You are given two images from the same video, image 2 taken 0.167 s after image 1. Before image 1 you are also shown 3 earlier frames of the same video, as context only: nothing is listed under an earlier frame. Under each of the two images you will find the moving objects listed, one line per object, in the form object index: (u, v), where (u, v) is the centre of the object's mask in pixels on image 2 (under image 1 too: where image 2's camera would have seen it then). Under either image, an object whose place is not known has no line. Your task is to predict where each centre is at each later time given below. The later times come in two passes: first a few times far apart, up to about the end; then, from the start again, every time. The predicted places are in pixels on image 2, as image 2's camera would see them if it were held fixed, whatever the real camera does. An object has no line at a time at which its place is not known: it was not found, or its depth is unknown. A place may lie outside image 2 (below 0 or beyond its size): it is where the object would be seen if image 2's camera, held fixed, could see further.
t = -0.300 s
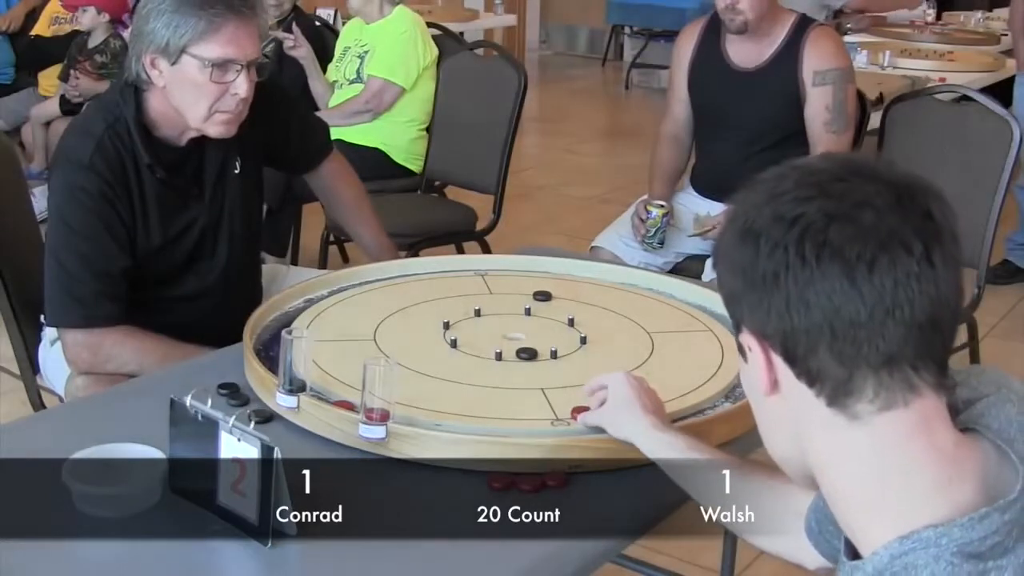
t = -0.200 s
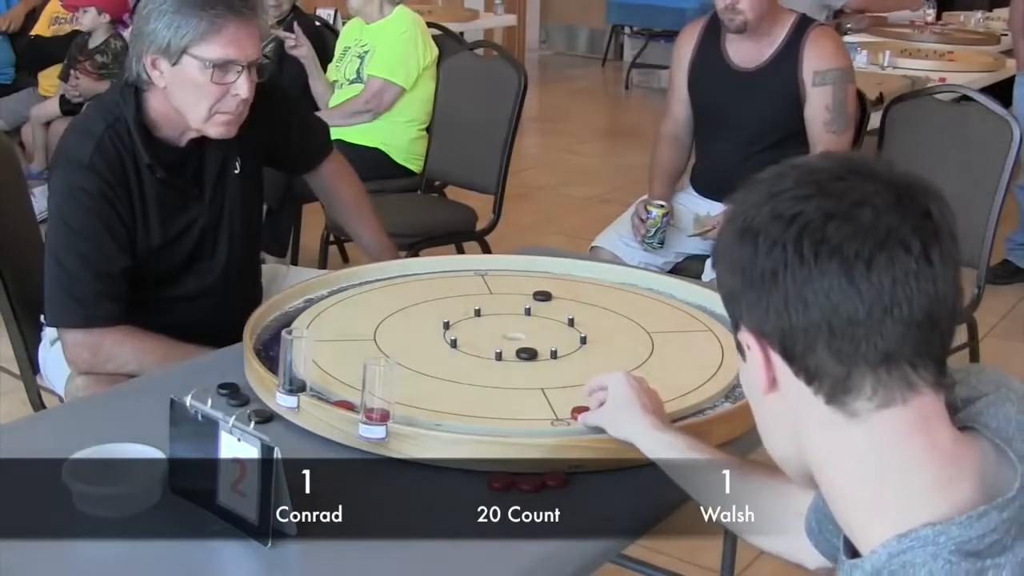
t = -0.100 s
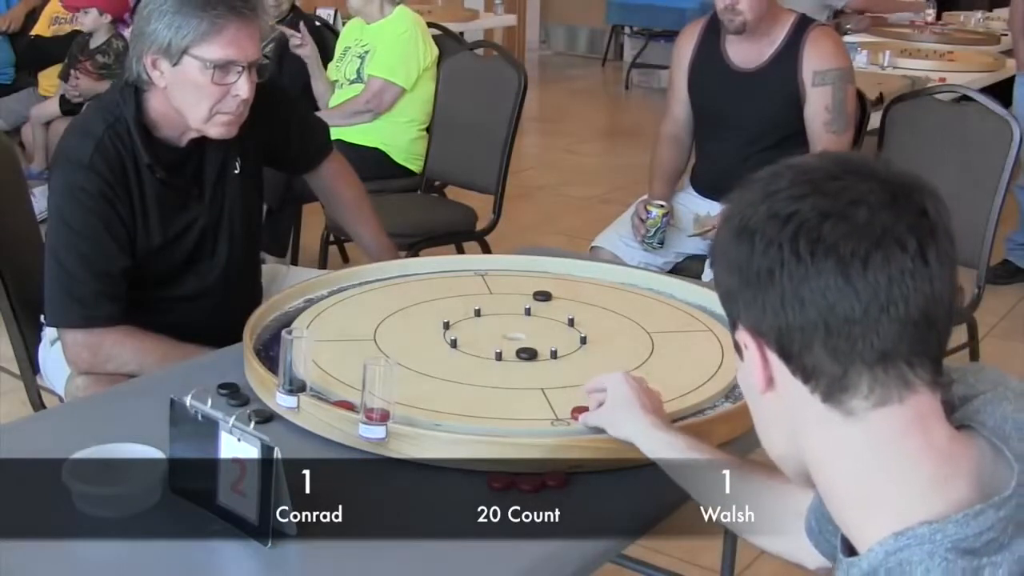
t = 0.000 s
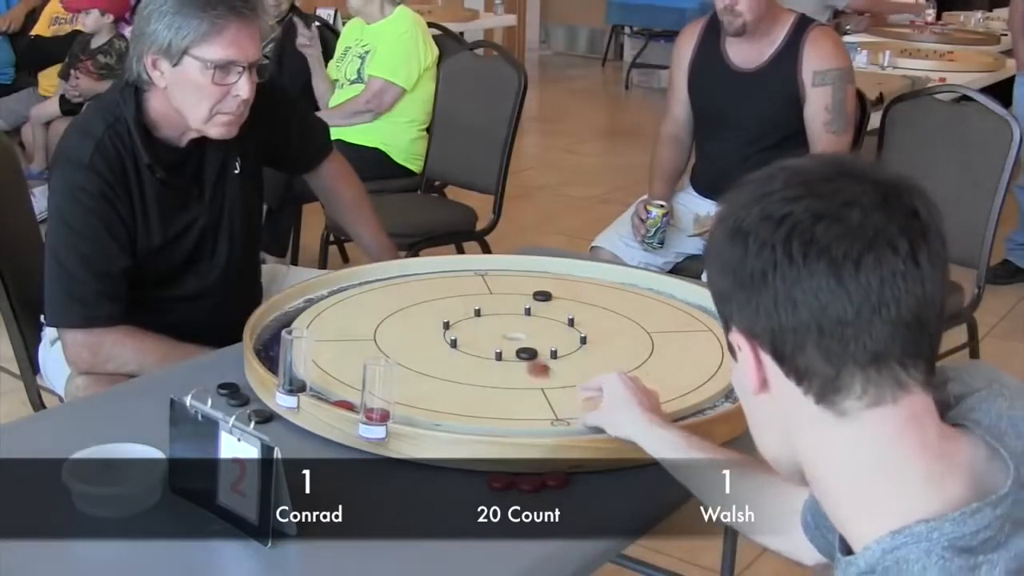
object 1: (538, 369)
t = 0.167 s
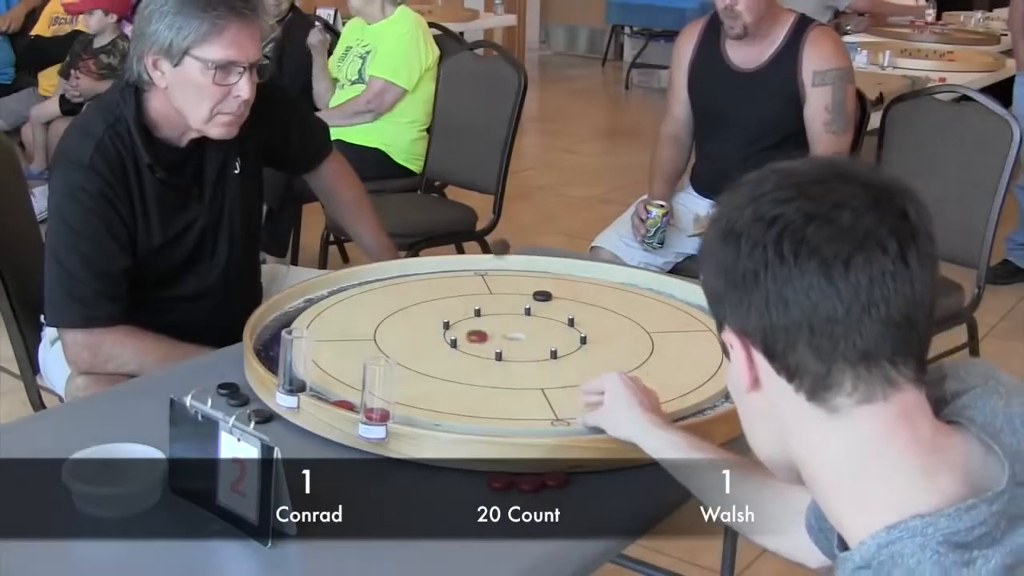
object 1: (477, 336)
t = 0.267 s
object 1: (470, 328)
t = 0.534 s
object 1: (538, 328)
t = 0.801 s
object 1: (574, 328)
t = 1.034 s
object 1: (585, 328)
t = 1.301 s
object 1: (585, 328)
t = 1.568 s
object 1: (585, 328)
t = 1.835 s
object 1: (585, 328)
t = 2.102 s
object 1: (585, 328)
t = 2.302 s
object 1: (585, 328)
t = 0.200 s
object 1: (468, 331)
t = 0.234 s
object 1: (460, 327)
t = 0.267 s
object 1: (470, 328)
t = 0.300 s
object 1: (480, 328)
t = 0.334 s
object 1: (489, 328)
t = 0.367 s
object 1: (499, 328)
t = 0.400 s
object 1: (507, 328)
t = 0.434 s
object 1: (516, 328)
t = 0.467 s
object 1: (524, 328)
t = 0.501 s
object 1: (530, 328)
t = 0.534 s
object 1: (538, 328)
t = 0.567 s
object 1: (544, 328)
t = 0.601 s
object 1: (549, 328)
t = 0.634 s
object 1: (554, 328)
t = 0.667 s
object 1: (559, 328)
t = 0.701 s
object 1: (563, 329)
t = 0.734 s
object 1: (567, 329)
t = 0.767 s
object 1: (571, 329)
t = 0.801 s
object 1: (574, 328)
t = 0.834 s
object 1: (578, 328)
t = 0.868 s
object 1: (580, 328)
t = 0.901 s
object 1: (581, 328)
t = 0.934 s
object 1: (583, 328)
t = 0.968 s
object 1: (584, 328)
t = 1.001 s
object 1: (584, 328)
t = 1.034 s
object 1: (585, 328)
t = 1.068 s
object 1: (585, 328)
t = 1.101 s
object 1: (585, 328)
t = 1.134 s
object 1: (585, 328)
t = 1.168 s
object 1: (585, 328)
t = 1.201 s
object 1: (585, 328)
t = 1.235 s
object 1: (585, 328)
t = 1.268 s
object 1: (585, 328)
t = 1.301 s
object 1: (585, 328)
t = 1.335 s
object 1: (585, 328)
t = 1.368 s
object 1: (585, 328)
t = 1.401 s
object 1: (585, 328)
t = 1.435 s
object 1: (585, 328)
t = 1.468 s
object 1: (585, 328)
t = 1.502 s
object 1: (585, 328)
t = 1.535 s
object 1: (585, 328)
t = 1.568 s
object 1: (585, 328)
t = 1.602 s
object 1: (585, 328)
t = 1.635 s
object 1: (585, 328)
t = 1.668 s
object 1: (585, 328)
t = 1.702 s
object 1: (585, 328)
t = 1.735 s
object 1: (585, 328)
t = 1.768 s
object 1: (585, 328)
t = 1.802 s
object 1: (585, 328)
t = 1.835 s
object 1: (585, 328)
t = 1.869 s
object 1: (585, 328)
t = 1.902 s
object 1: (585, 328)
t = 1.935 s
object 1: (585, 328)
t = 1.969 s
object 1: (585, 328)
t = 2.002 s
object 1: (585, 328)
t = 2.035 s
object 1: (585, 328)
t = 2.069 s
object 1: (585, 328)
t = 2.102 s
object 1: (585, 328)
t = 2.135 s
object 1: (585, 328)
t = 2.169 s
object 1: (585, 328)
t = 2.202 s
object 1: (585, 328)
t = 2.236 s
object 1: (585, 328)
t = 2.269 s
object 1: (585, 328)
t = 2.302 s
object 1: (585, 328)
